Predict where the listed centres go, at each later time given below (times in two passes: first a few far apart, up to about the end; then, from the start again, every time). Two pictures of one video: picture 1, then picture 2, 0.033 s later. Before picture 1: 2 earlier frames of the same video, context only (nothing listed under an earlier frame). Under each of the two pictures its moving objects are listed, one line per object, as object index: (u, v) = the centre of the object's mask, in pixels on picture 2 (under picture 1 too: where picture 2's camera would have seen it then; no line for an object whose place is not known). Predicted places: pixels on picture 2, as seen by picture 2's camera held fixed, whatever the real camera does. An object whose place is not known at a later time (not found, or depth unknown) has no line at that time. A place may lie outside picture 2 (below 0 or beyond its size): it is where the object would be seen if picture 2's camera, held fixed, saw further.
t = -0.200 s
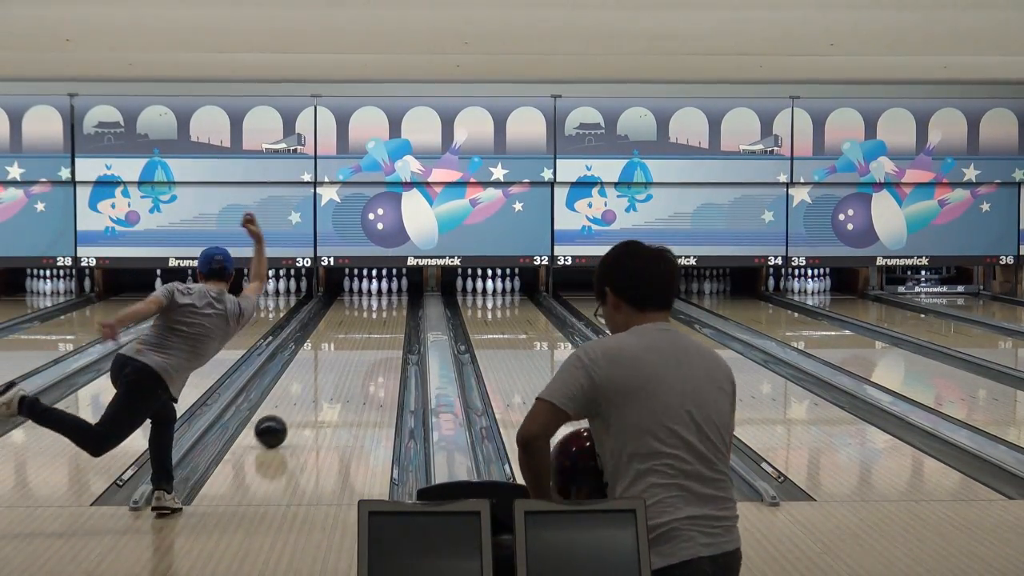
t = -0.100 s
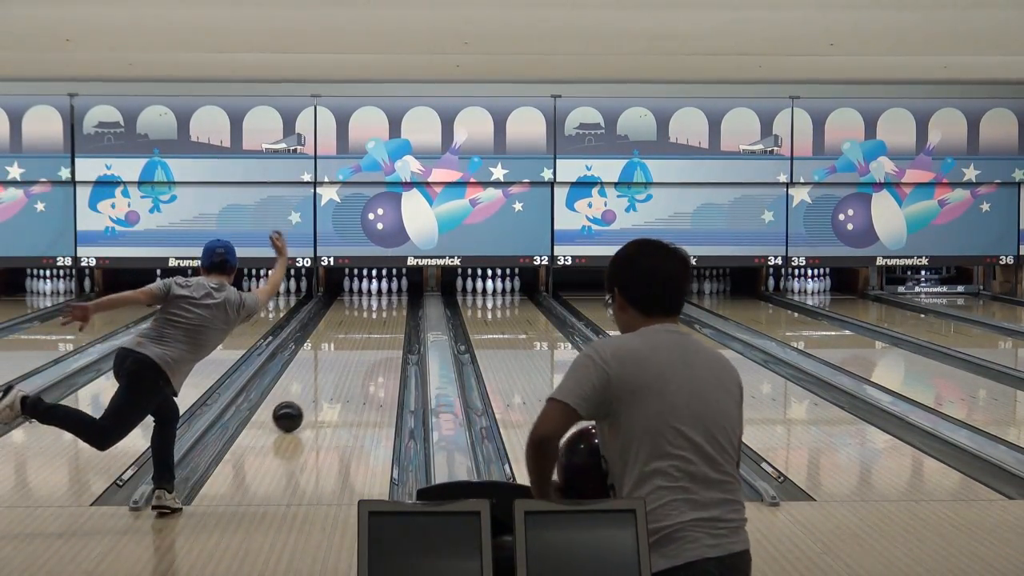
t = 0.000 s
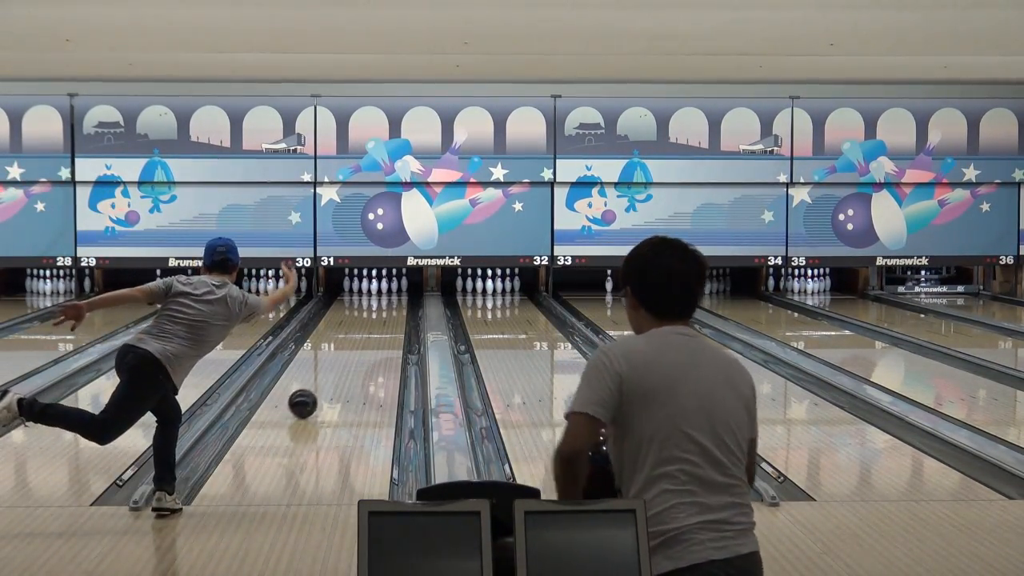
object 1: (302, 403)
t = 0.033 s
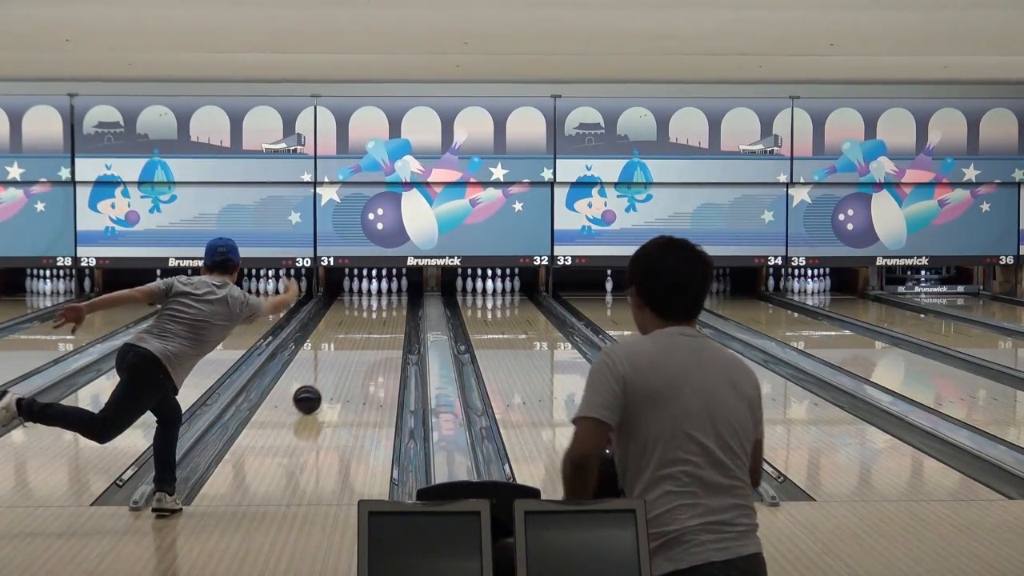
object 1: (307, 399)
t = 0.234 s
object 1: (331, 377)
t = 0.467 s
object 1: (352, 358)
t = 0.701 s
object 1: (368, 341)
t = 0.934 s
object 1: (379, 328)
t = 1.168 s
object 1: (385, 317)
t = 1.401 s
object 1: (388, 308)
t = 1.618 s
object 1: (388, 301)
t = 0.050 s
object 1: (309, 397)
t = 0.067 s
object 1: (311, 395)
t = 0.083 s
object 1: (313, 393)
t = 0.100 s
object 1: (316, 391)
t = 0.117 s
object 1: (317, 390)
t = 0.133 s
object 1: (319, 388)
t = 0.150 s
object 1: (321, 386)
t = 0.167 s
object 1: (323, 384)
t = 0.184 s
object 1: (325, 382)
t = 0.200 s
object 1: (327, 381)
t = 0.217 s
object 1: (329, 379)
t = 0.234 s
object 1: (331, 377)
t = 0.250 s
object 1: (333, 376)
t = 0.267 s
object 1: (334, 374)
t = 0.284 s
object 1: (336, 373)
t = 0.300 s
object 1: (337, 371)
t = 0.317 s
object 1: (339, 370)
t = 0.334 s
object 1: (340, 368)
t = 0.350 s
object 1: (342, 367)
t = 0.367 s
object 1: (344, 365)
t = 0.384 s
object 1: (345, 364)
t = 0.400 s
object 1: (346, 363)
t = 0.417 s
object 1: (348, 361)
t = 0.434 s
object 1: (349, 360)
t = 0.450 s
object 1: (351, 359)
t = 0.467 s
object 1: (352, 358)
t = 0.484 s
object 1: (353, 356)
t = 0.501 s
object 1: (354, 355)
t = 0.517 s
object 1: (356, 354)
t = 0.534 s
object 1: (357, 353)
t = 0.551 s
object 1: (358, 351)
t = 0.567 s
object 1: (359, 350)
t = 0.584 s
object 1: (360, 349)
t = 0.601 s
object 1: (362, 348)
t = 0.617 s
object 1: (363, 347)
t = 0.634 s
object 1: (364, 346)
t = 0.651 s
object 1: (365, 344)
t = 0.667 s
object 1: (365, 343)
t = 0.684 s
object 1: (367, 342)
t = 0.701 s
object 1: (368, 341)
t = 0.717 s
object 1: (369, 340)
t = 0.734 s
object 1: (370, 339)
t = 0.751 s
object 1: (370, 338)
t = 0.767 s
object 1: (371, 337)
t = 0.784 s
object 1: (372, 336)
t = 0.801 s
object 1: (373, 335)
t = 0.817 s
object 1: (374, 335)
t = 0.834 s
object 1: (374, 334)
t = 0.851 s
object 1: (375, 333)
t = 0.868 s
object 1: (376, 332)
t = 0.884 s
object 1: (377, 331)
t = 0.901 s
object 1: (377, 330)
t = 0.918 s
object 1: (378, 329)
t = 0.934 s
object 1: (379, 328)
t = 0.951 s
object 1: (379, 327)
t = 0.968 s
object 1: (380, 326)
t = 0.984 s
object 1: (380, 326)
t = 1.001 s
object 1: (381, 325)
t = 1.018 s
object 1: (382, 324)
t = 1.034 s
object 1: (382, 323)
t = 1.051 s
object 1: (382, 323)
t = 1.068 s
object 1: (383, 322)
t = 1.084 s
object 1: (383, 321)
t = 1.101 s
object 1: (384, 320)
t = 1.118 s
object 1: (384, 319)
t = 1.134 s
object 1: (384, 319)
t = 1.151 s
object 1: (385, 318)
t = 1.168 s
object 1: (385, 317)
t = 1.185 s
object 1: (385, 317)
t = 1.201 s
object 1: (386, 316)
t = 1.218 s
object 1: (386, 315)
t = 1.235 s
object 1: (386, 315)
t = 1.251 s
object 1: (387, 314)
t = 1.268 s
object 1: (387, 313)
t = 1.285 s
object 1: (387, 313)
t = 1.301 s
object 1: (387, 312)
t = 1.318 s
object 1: (388, 311)
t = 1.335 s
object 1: (388, 311)
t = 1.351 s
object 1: (388, 310)
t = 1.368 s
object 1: (388, 309)
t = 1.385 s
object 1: (388, 309)
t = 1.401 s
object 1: (388, 308)
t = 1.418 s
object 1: (388, 308)
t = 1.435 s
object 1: (389, 307)
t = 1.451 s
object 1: (389, 307)
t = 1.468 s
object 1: (389, 306)
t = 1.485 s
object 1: (389, 305)
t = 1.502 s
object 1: (389, 305)
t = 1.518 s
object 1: (388, 304)
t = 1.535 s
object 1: (388, 304)
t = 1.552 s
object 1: (388, 303)
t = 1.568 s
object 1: (388, 303)
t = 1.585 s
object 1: (388, 302)
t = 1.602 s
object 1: (388, 301)
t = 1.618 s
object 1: (388, 301)
